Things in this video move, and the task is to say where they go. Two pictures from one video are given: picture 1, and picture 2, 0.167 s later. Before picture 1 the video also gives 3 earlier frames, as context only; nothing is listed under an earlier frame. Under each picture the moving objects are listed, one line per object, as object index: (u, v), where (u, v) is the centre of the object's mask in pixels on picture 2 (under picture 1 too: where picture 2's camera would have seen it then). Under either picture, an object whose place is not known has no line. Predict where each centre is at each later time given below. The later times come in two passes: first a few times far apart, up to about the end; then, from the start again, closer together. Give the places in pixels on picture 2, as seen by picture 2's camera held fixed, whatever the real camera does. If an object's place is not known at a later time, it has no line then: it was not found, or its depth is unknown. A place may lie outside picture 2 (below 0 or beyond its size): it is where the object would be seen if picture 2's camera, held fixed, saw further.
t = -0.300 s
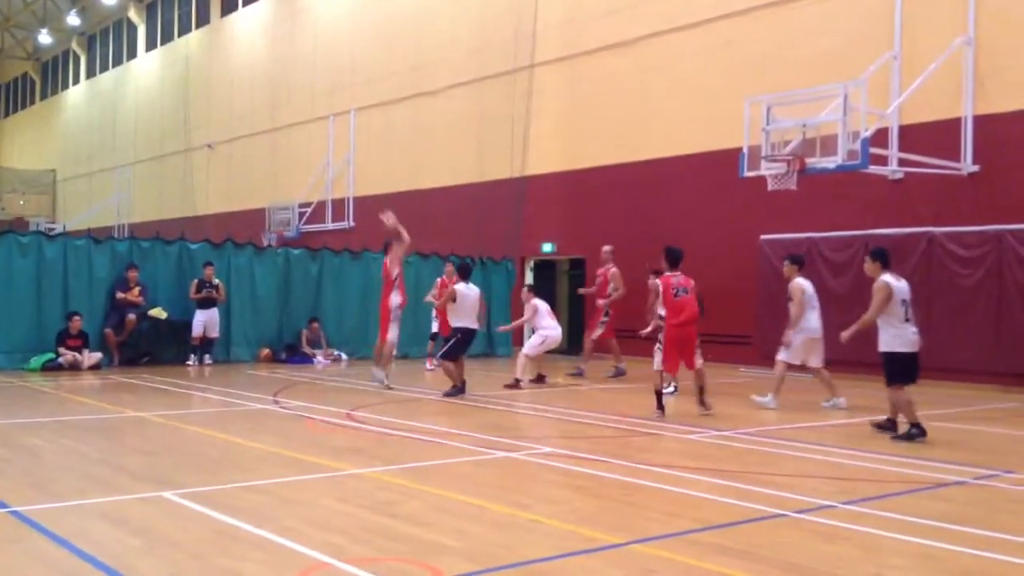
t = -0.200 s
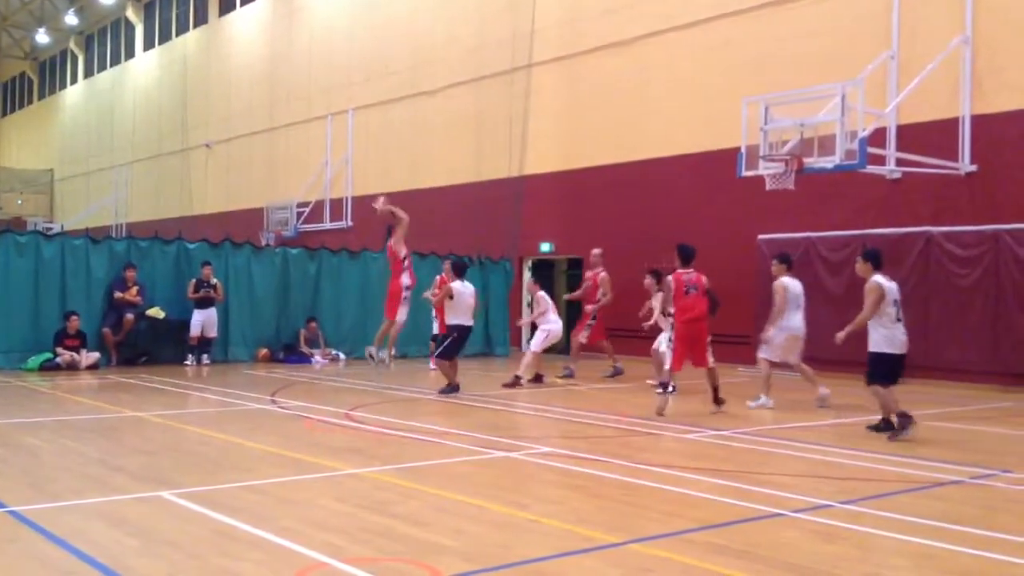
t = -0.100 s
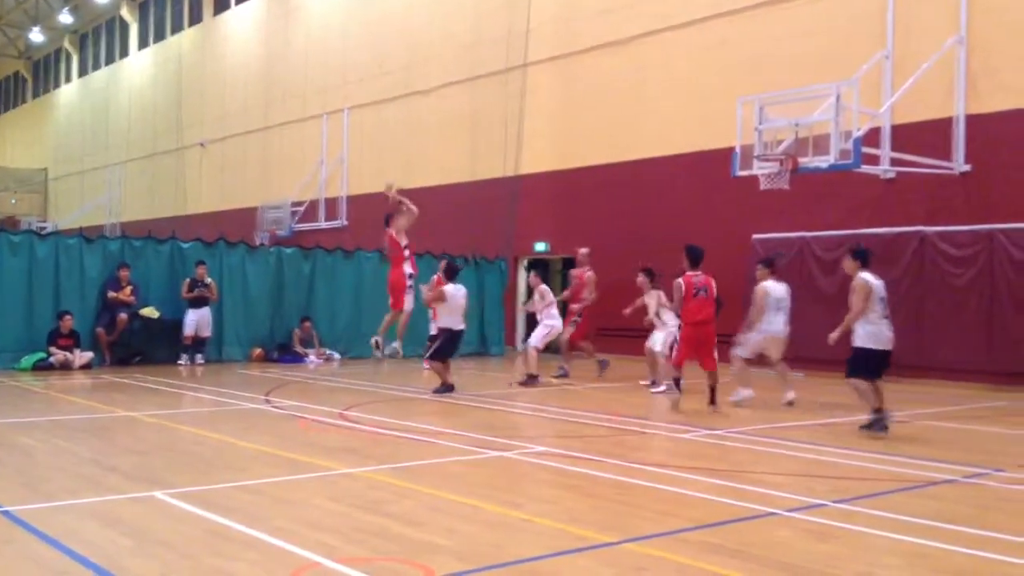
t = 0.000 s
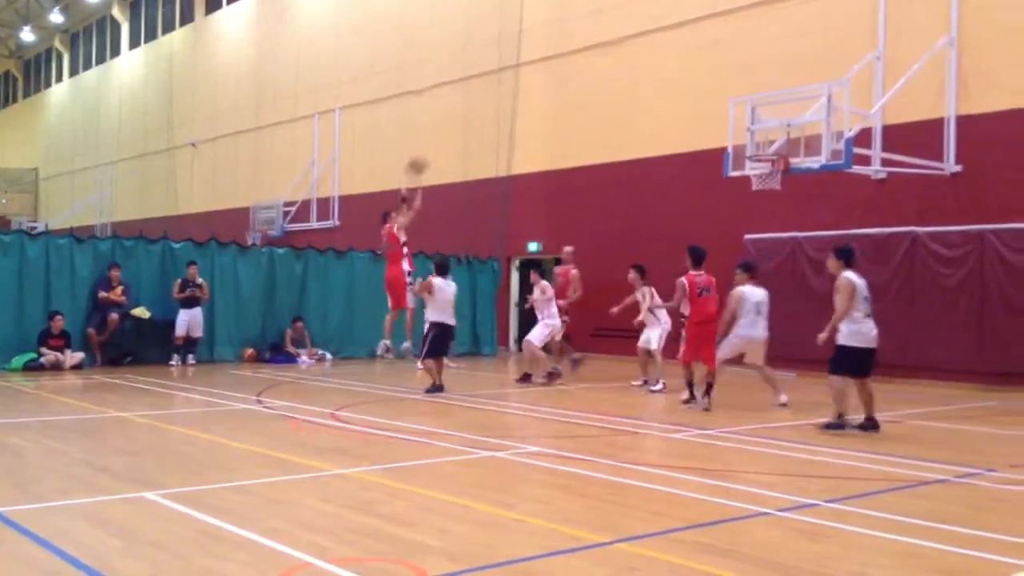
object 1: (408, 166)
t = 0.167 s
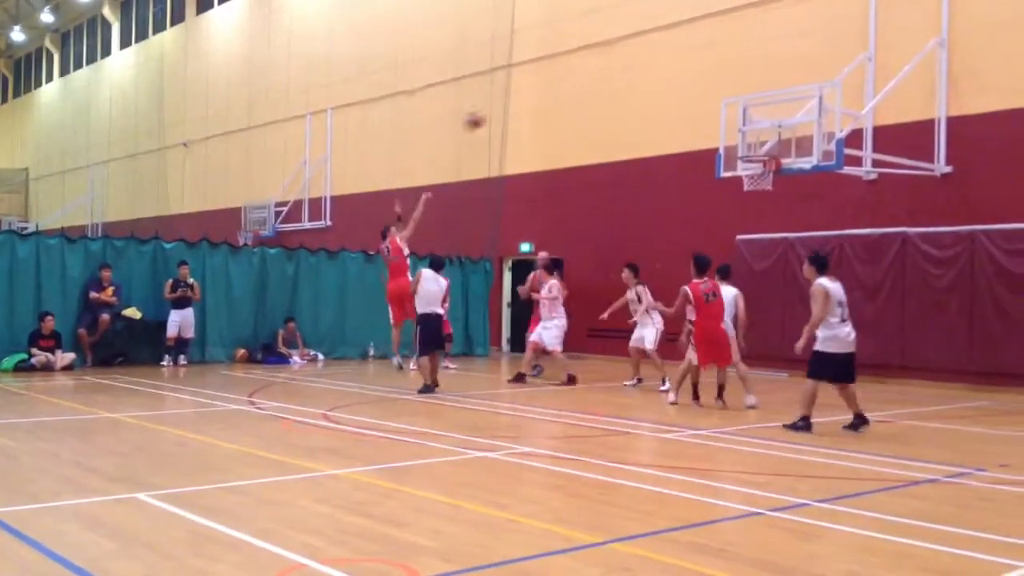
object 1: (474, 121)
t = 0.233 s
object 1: (501, 108)
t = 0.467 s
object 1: (589, 91)
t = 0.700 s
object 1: (674, 114)
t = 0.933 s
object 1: (714, 156)
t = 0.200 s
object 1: (487, 114)
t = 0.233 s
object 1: (501, 108)
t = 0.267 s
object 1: (513, 104)
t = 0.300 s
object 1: (526, 99)
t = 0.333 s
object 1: (539, 96)
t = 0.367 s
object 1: (551, 94)
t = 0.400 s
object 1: (563, 93)
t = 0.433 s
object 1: (576, 92)
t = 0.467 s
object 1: (589, 91)
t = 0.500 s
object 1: (601, 91)
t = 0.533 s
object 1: (612, 92)
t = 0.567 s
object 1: (624, 95)
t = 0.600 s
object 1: (637, 99)
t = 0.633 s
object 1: (649, 103)
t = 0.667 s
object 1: (661, 109)
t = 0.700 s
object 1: (674, 114)
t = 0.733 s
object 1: (686, 121)
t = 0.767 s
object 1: (697, 127)
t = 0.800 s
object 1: (709, 136)
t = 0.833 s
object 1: (722, 144)
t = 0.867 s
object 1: (732, 154)
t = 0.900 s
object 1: (727, 155)
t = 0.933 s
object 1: (714, 156)
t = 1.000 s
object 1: (695, 156)
